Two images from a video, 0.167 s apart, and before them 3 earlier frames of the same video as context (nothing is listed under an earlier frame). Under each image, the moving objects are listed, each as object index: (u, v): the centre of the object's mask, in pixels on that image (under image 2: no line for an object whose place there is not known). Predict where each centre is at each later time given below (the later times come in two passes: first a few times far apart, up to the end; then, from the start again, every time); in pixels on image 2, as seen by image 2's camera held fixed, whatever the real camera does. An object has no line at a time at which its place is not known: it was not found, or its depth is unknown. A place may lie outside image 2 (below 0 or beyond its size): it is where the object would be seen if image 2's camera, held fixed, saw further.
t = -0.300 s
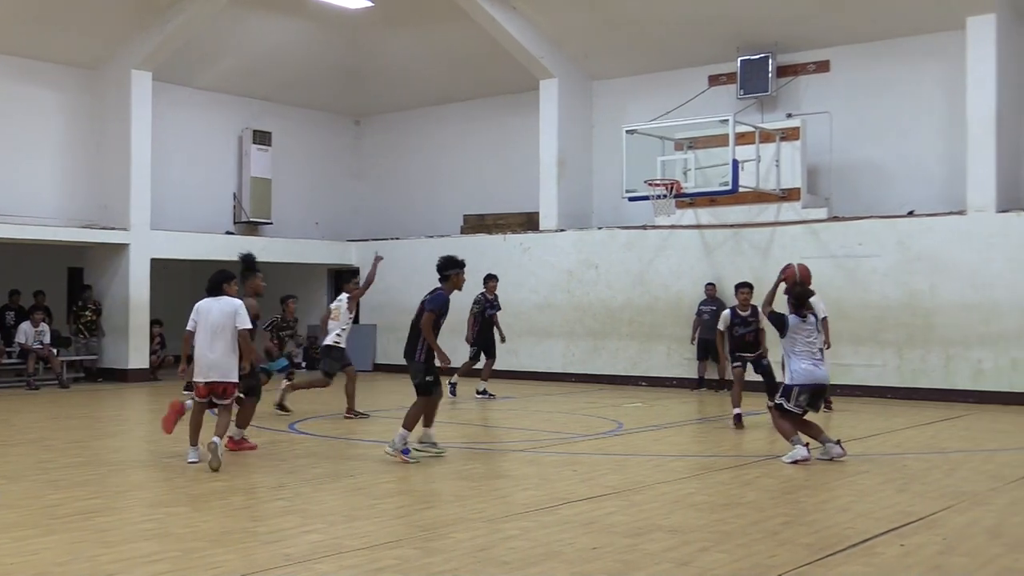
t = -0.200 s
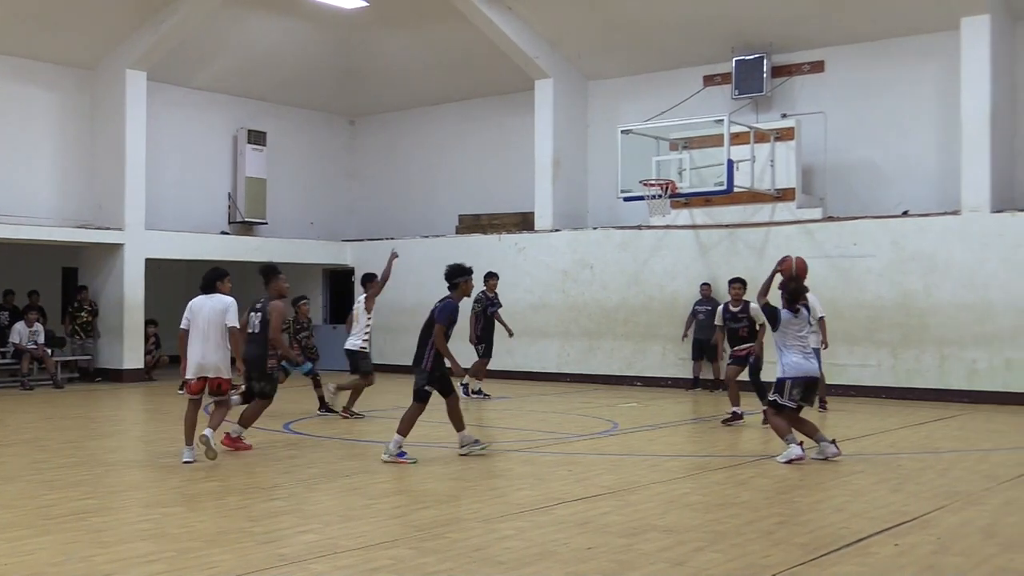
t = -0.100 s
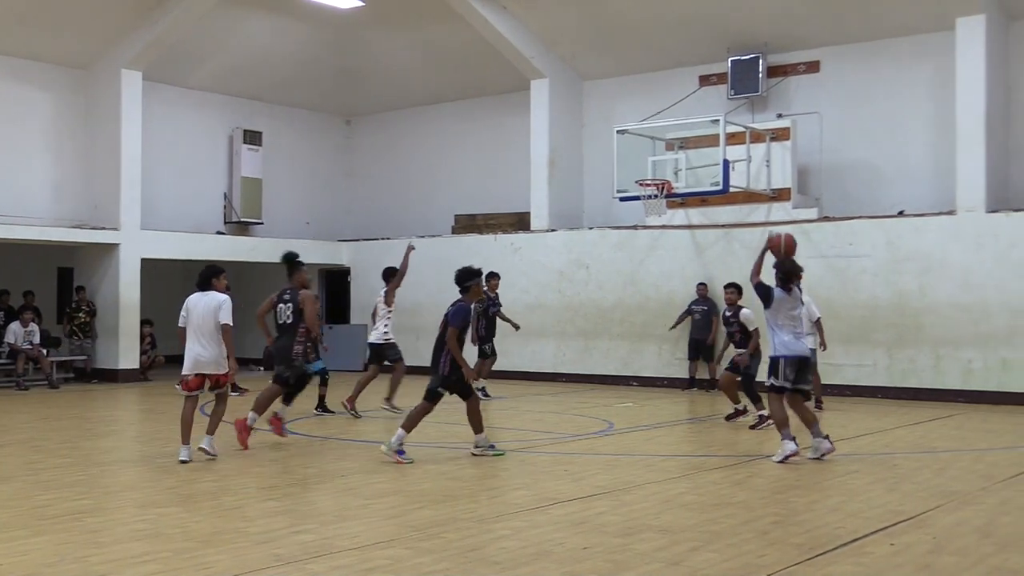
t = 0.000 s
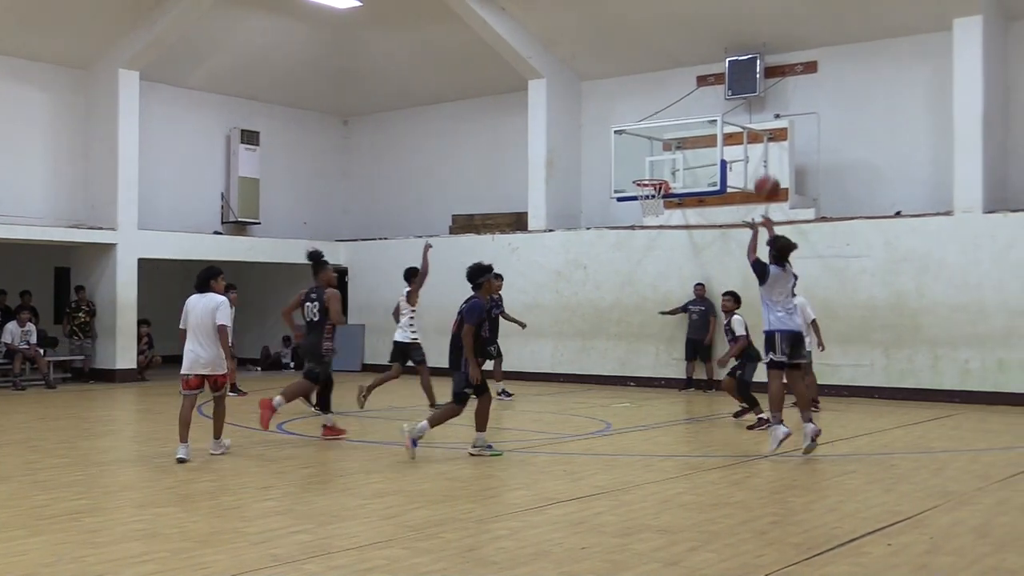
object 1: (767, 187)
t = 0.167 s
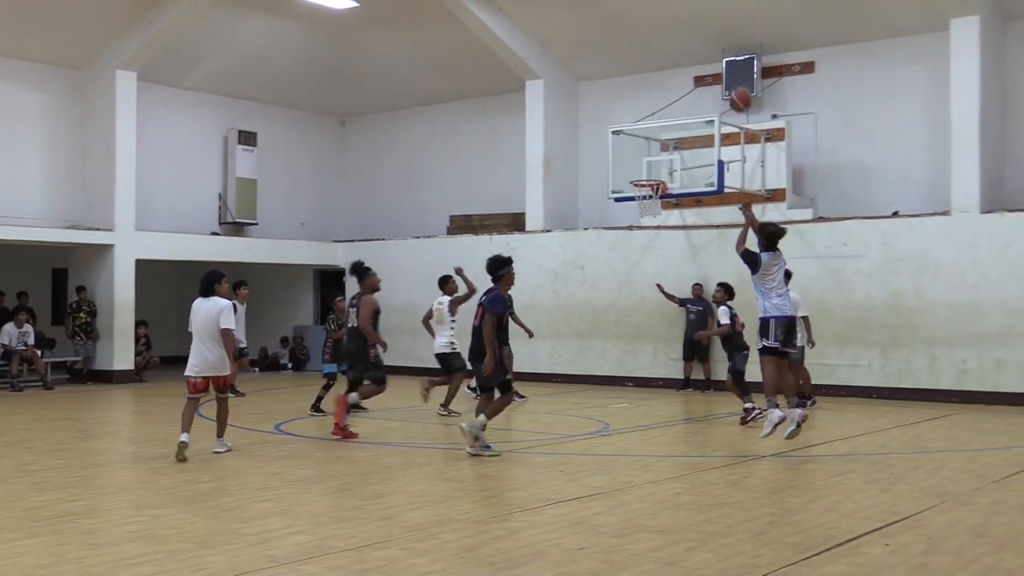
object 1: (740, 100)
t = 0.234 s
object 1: (732, 76)
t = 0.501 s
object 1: (704, 31)
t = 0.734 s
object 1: (682, 45)
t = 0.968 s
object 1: (664, 95)
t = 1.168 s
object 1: (649, 162)
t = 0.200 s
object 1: (737, 86)
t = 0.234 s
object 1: (732, 76)
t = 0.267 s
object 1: (728, 66)
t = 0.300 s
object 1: (724, 57)
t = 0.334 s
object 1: (721, 50)
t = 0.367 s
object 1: (717, 45)
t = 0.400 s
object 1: (714, 40)
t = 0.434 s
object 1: (710, 36)
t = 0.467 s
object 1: (707, 33)
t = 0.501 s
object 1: (704, 31)
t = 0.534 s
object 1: (701, 31)
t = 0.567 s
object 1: (698, 31)
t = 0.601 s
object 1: (694, 32)
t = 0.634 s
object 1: (691, 34)
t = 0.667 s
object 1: (688, 36)
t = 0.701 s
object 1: (685, 40)
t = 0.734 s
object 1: (682, 45)
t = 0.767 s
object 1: (679, 50)
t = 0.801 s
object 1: (677, 56)
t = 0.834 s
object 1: (674, 62)
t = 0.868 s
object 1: (671, 70)
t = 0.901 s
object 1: (668, 77)
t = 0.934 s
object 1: (666, 86)
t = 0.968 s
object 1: (664, 95)
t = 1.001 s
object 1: (661, 105)
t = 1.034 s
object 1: (659, 115)
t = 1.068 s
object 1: (656, 126)
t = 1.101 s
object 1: (654, 138)
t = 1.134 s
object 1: (651, 150)
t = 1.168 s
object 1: (649, 162)
